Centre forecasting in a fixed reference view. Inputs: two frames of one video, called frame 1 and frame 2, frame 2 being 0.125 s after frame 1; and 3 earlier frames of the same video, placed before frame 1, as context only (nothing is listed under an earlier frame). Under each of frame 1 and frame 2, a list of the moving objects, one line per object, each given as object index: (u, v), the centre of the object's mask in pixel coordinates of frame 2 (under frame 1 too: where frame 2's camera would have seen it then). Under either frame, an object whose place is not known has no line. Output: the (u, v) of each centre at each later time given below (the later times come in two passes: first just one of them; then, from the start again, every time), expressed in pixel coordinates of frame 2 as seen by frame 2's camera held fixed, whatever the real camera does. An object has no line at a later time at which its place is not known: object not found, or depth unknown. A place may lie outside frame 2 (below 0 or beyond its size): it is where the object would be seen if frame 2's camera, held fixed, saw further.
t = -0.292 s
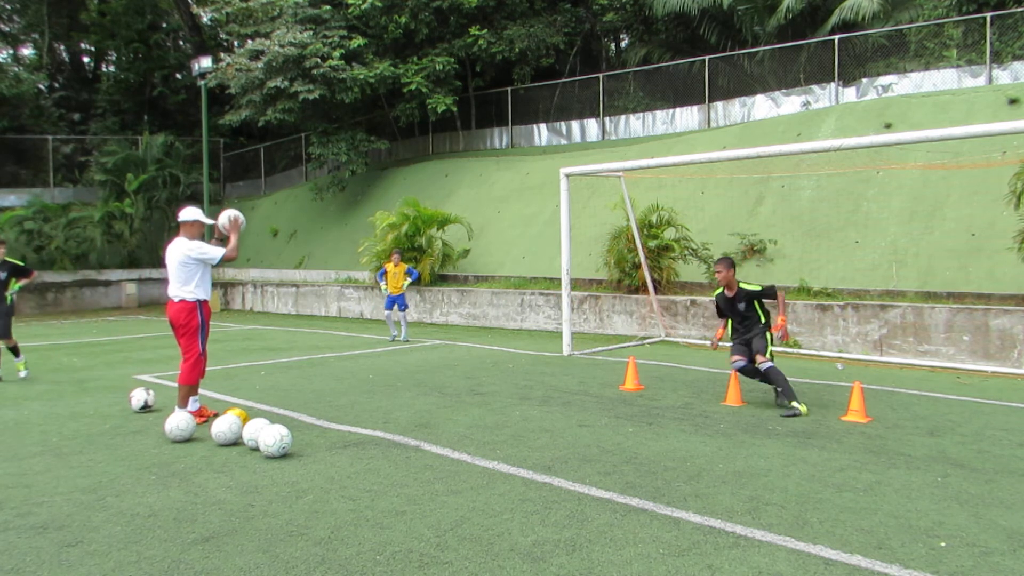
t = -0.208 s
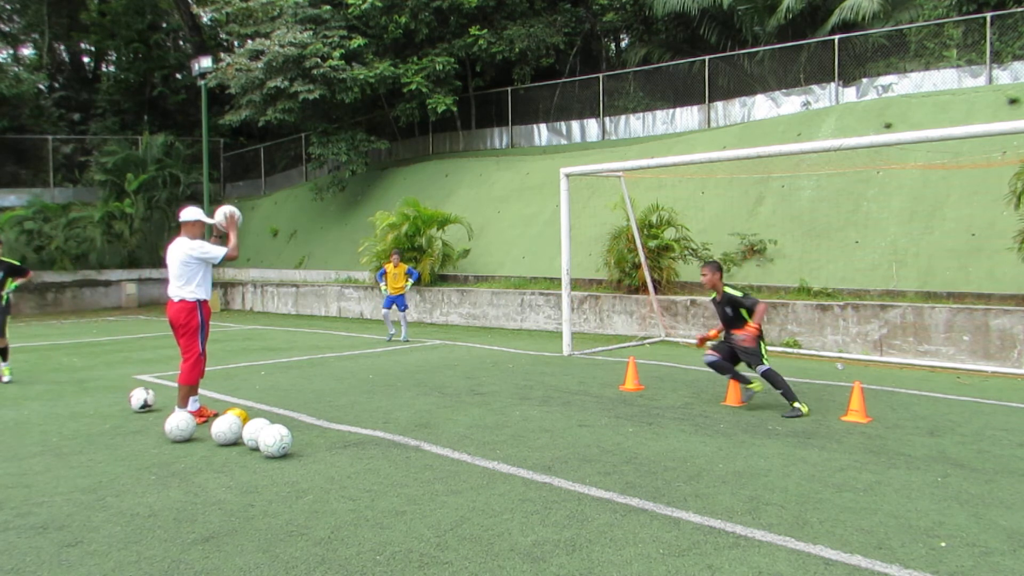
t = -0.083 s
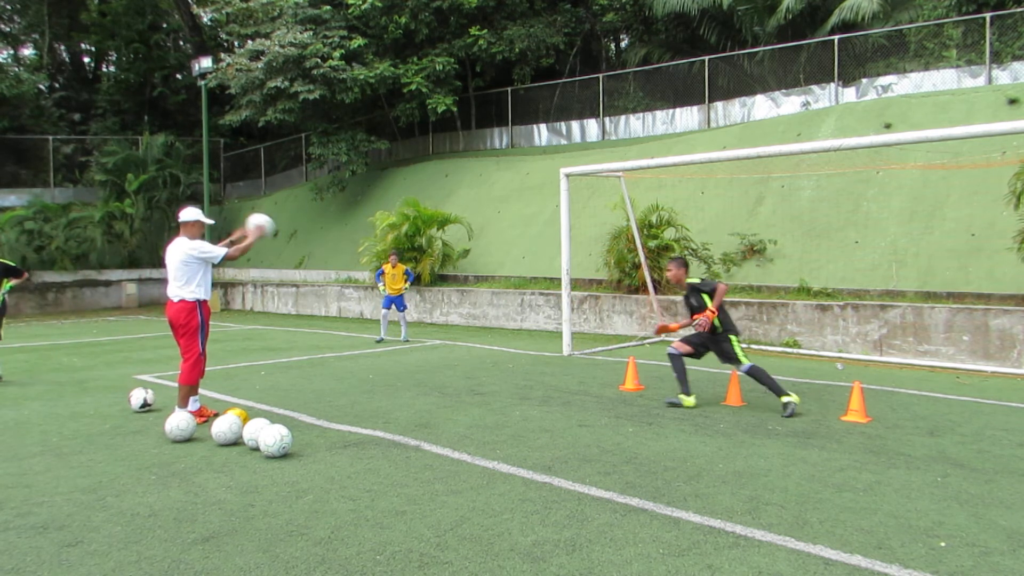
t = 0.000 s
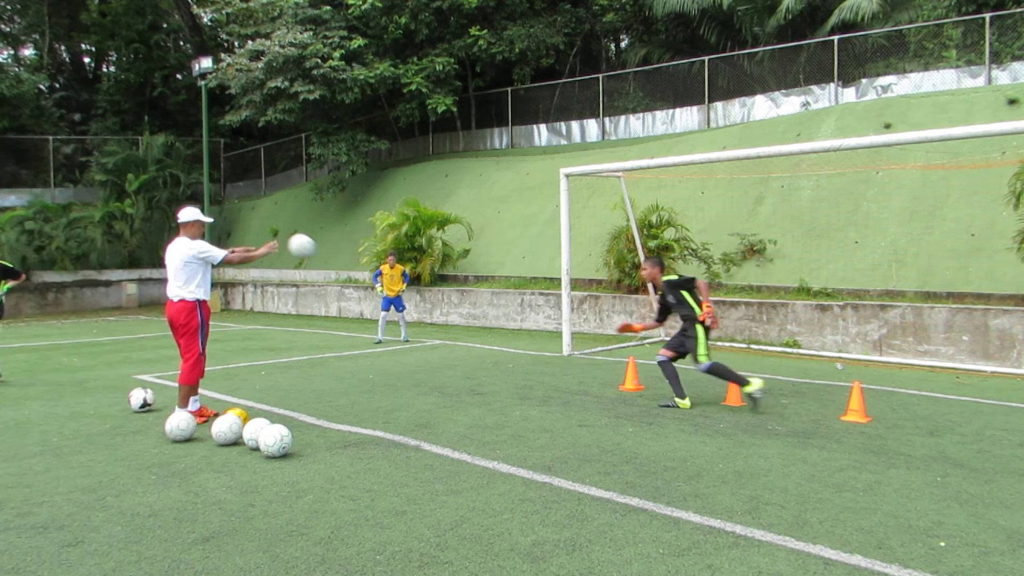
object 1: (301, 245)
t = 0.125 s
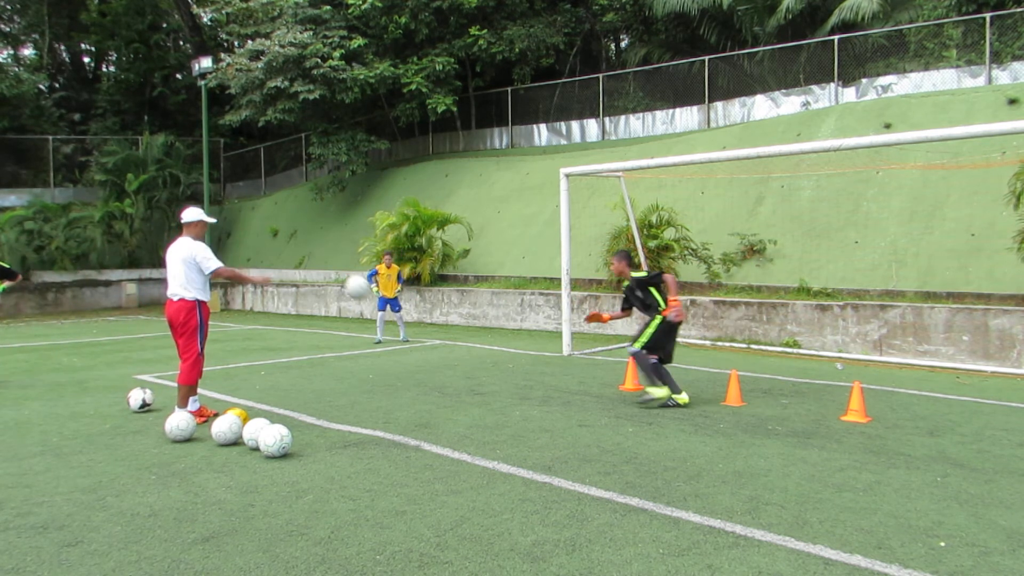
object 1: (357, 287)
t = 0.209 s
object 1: (391, 320)
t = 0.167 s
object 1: (374, 303)
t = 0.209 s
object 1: (391, 320)
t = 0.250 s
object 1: (406, 338)
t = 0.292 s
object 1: (421, 357)
